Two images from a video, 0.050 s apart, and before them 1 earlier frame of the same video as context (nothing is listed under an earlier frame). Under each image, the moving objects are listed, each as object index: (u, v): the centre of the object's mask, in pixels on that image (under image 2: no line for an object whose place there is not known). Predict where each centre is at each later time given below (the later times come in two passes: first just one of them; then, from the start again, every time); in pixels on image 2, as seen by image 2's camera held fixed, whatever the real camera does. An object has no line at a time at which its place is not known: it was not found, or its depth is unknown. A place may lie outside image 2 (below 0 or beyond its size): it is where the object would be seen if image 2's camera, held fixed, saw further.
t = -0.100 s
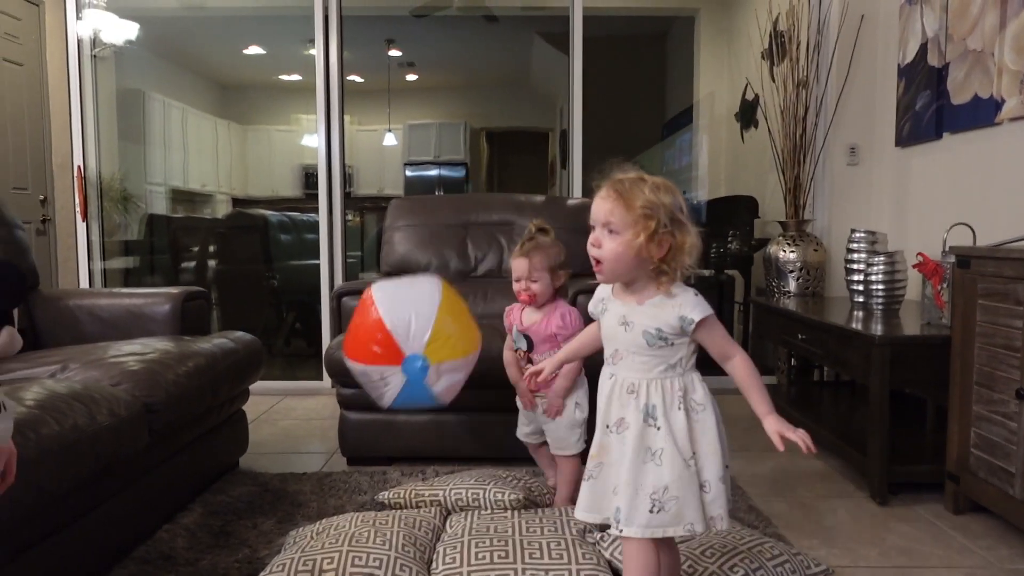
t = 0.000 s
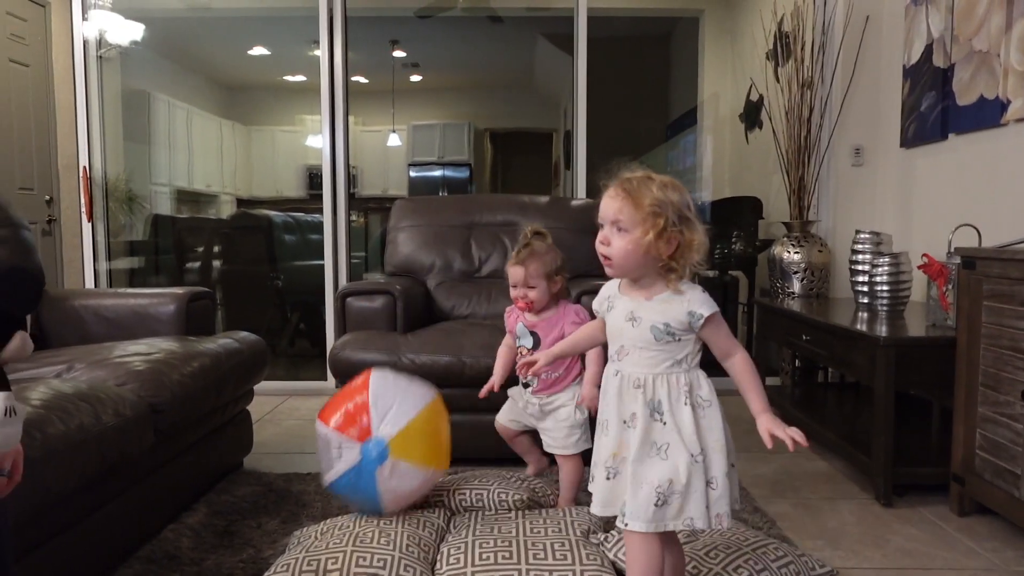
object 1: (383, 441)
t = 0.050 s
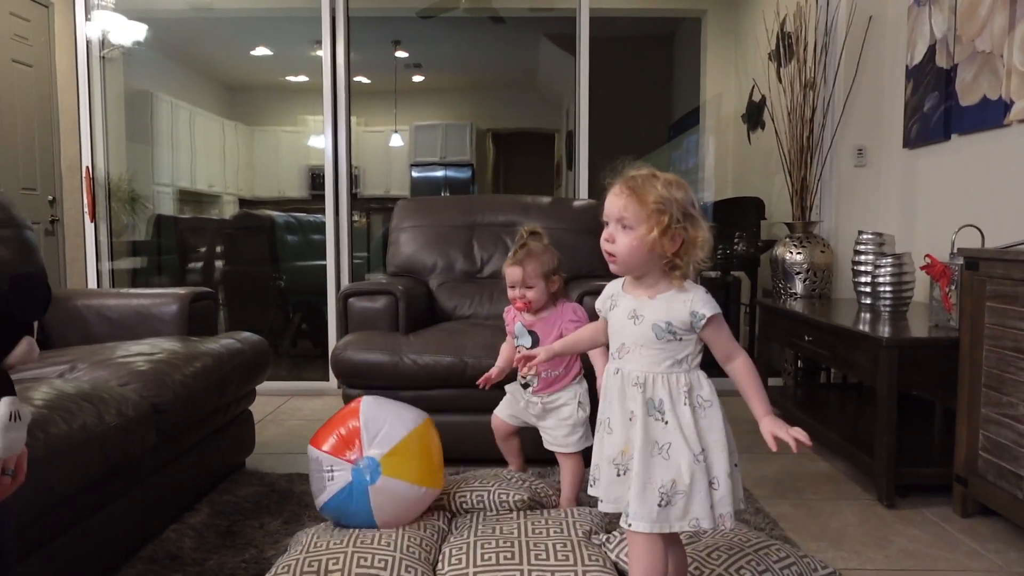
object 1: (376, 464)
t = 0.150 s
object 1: (361, 447)
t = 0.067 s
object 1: (373, 461)
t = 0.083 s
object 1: (371, 457)
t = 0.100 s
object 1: (368, 454)
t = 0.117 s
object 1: (366, 451)
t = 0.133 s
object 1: (363, 448)
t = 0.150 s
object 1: (361, 447)
